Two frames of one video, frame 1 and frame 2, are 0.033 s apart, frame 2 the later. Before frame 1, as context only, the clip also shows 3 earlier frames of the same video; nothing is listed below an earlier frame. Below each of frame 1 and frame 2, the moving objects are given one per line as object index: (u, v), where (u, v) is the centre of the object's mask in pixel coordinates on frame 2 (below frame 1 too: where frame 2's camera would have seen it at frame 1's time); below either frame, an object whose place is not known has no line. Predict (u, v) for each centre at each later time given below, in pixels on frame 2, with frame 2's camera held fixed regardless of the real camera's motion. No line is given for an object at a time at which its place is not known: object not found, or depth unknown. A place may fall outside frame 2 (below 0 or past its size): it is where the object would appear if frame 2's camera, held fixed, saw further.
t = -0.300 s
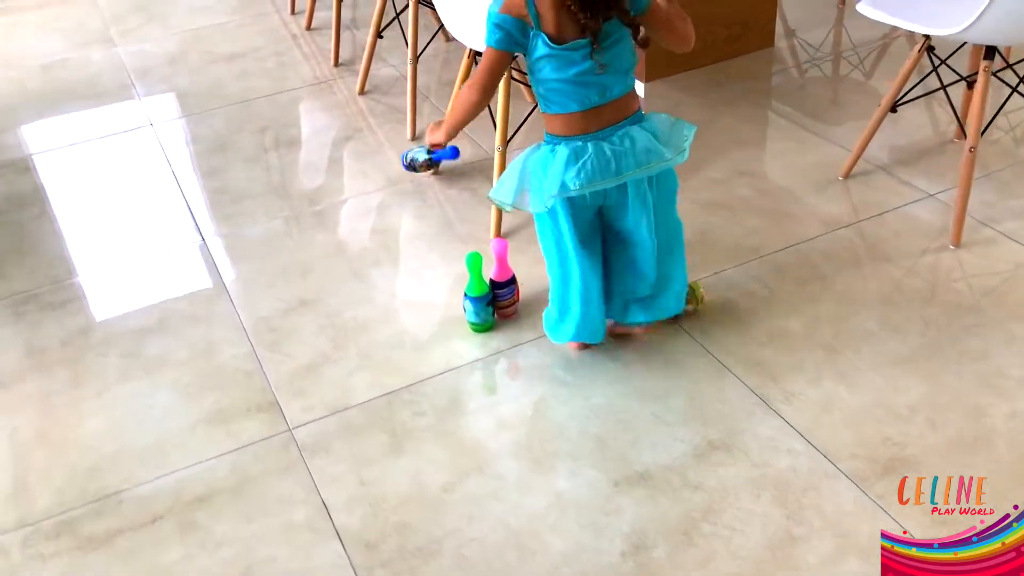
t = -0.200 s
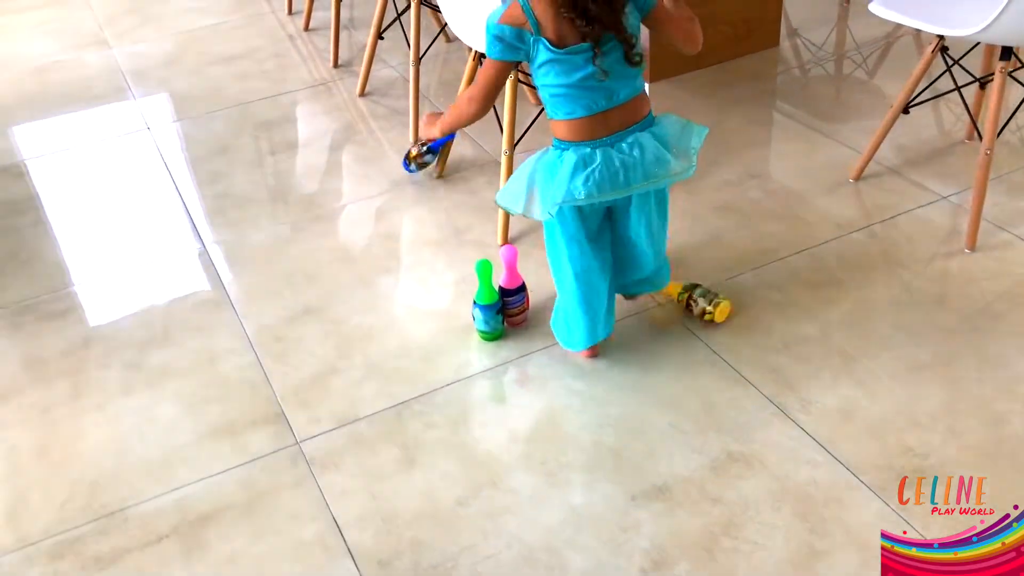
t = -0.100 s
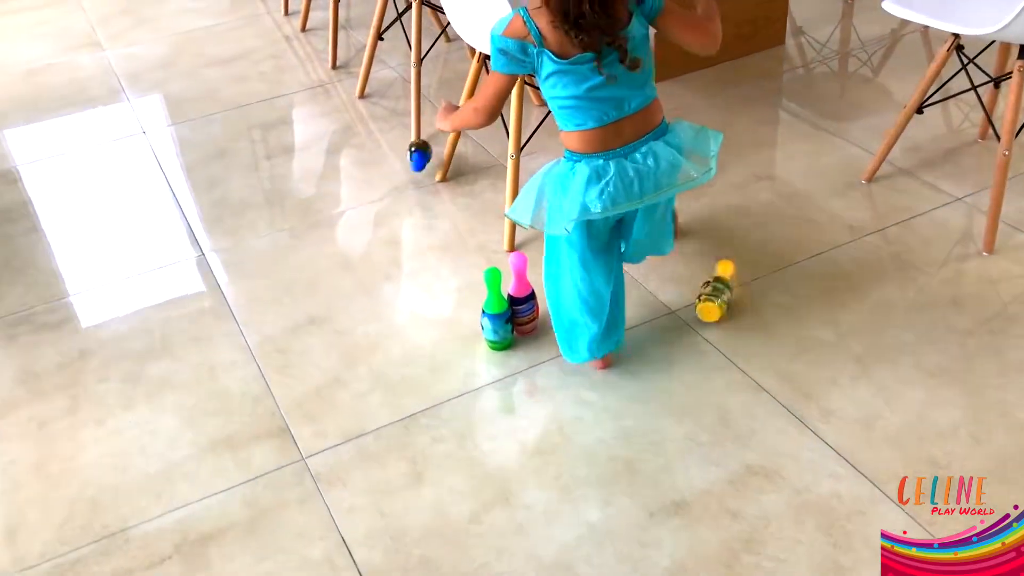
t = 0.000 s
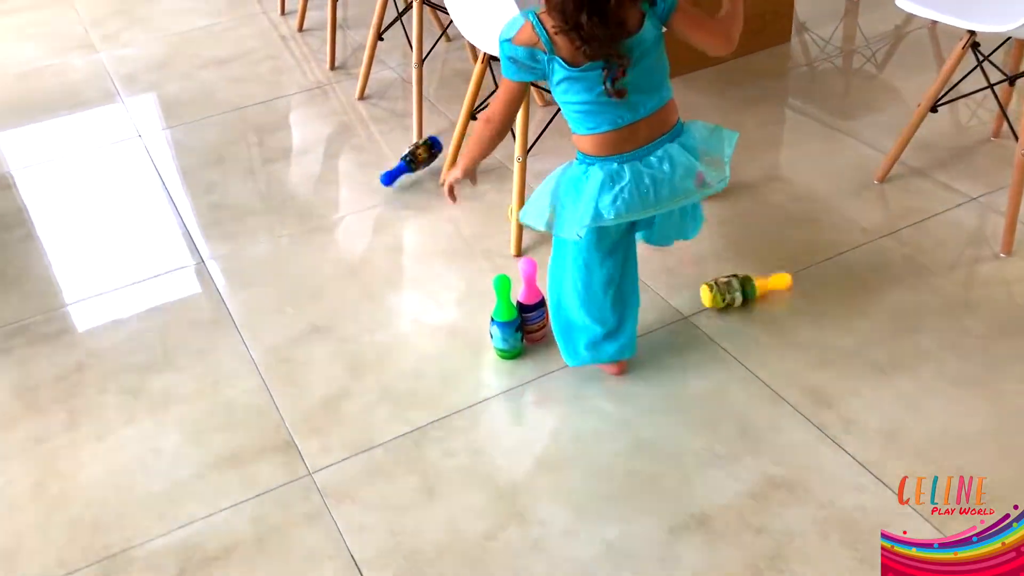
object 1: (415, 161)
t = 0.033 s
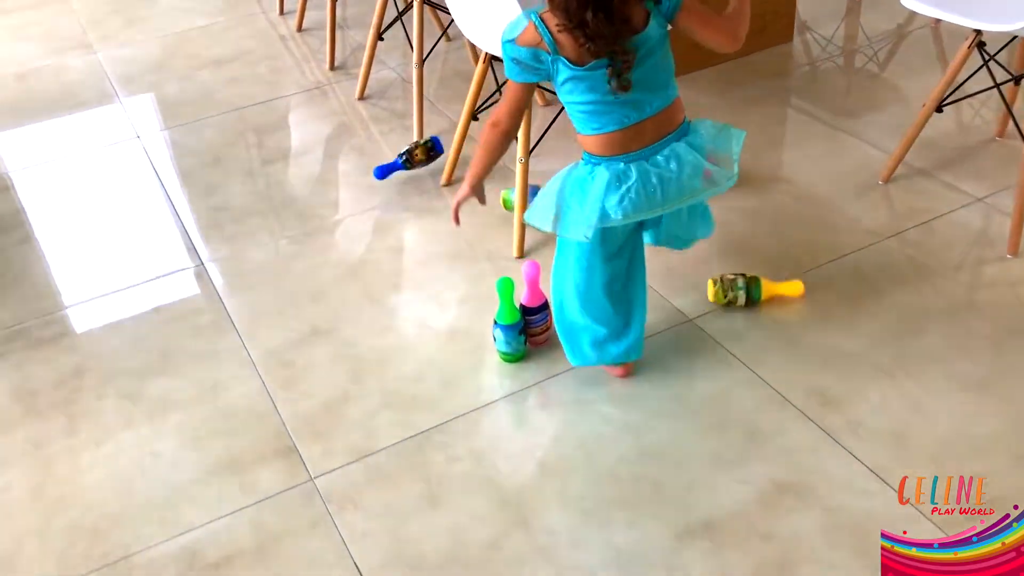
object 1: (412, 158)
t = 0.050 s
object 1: (411, 158)
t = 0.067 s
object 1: (410, 158)
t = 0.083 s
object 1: (410, 160)
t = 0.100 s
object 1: (409, 163)
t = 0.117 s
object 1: (409, 167)
